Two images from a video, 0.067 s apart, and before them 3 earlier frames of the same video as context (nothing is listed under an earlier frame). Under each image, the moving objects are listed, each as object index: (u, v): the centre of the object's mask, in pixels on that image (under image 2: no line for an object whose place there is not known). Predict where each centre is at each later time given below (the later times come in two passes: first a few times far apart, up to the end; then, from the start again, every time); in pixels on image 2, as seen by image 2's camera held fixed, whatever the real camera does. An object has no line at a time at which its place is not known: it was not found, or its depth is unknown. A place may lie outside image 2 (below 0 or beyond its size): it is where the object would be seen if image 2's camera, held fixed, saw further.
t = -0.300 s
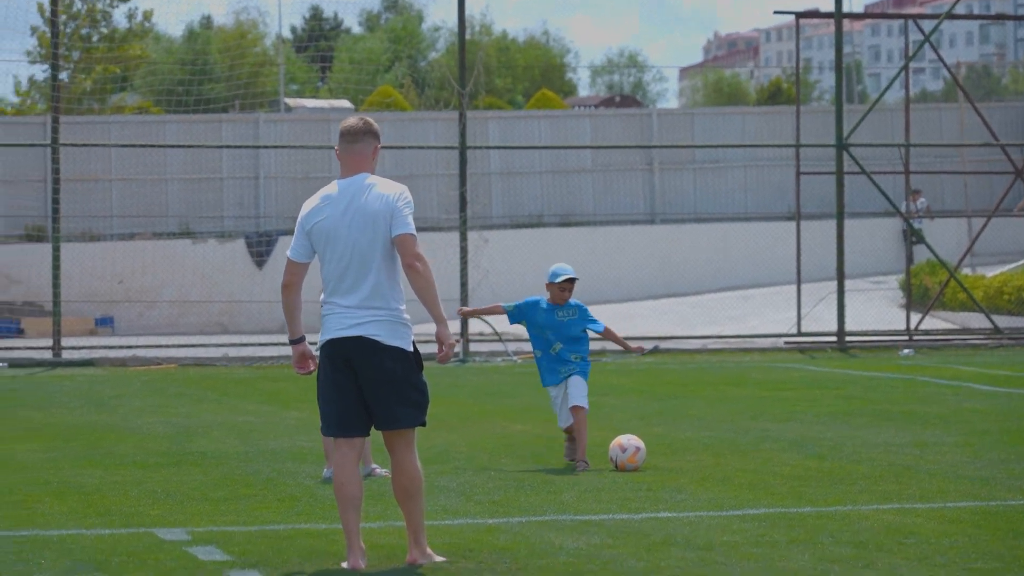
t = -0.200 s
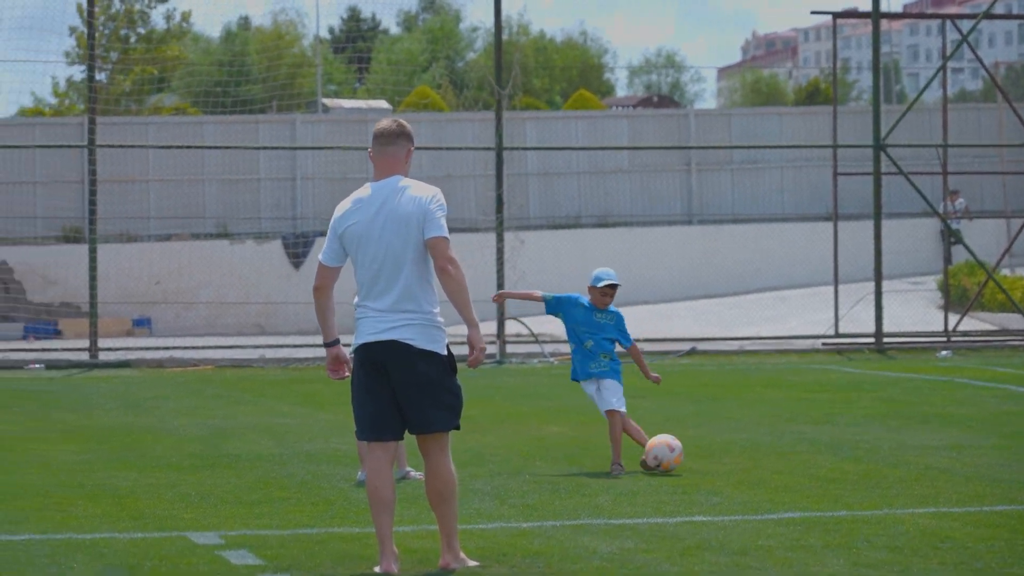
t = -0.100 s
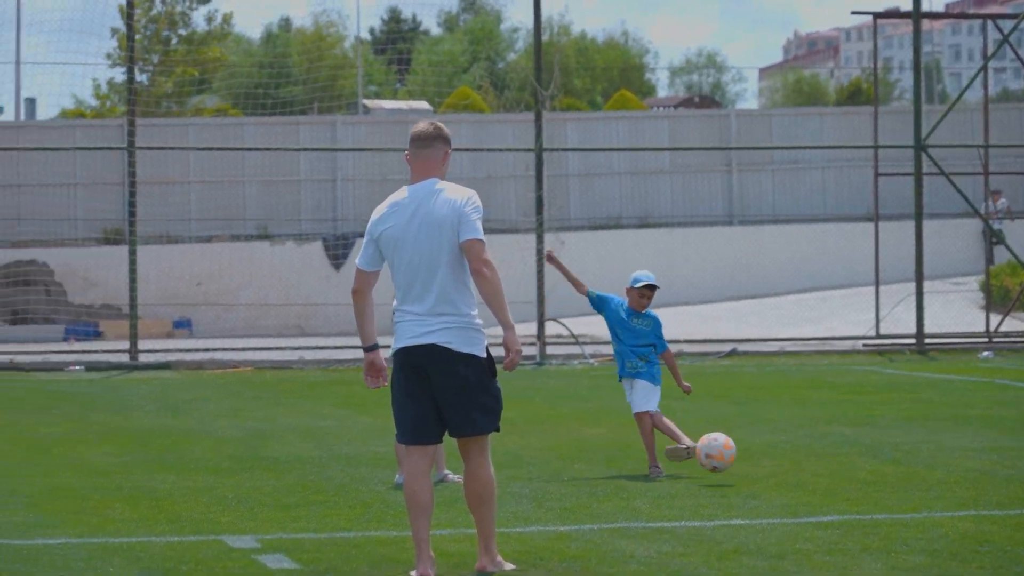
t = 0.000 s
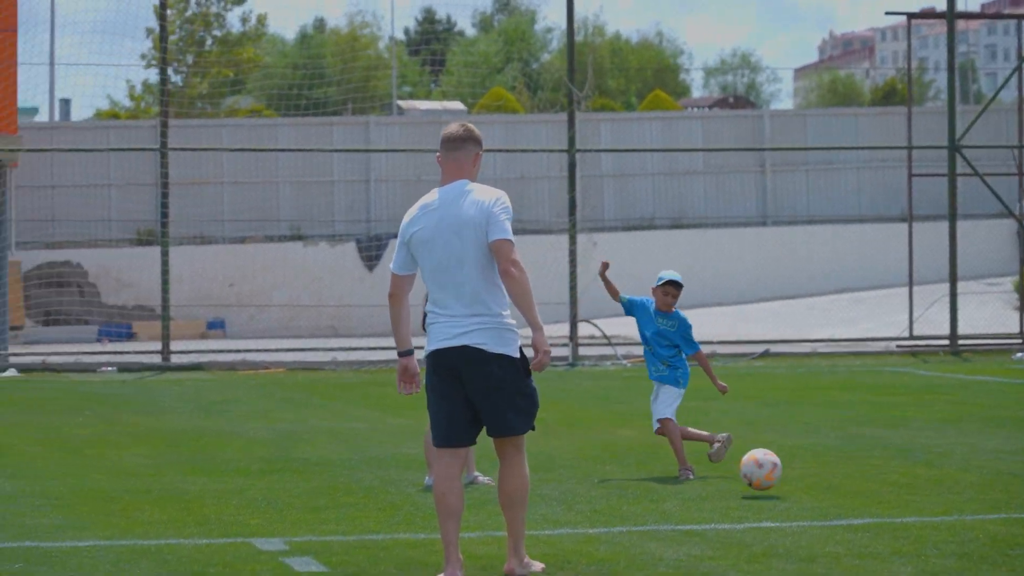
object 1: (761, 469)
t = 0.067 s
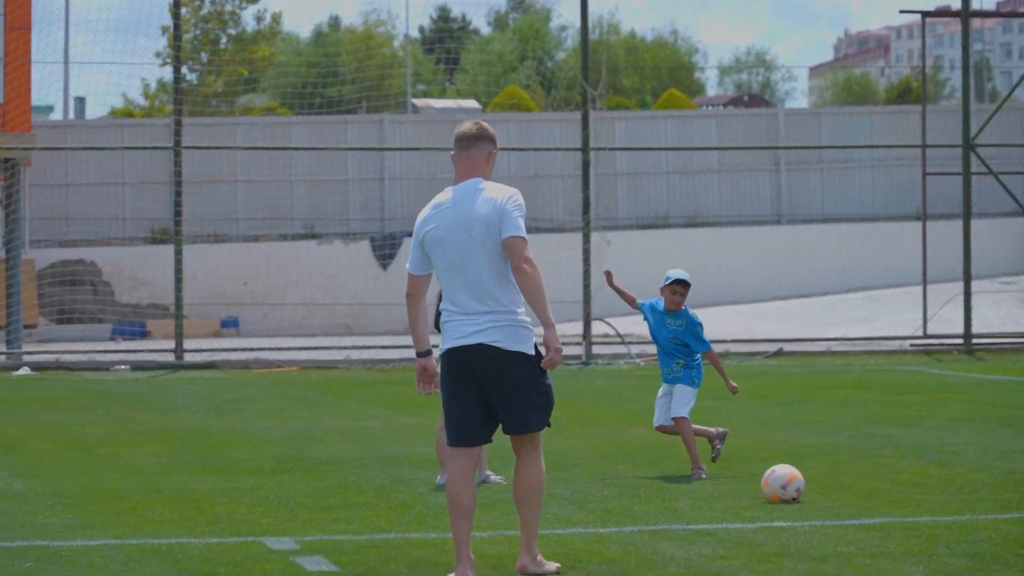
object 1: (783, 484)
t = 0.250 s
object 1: (801, 489)
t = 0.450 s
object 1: (818, 500)
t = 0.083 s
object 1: (785, 483)
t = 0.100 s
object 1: (787, 482)
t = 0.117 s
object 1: (788, 481)
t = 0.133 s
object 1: (789, 480)
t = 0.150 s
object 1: (791, 479)
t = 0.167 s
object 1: (791, 479)
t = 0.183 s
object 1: (793, 480)
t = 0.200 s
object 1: (795, 481)
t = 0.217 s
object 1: (796, 483)
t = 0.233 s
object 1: (799, 486)
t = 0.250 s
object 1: (801, 489)
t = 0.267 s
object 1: (802, 491)
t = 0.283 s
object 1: (804, 493)
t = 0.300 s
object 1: (805, 492)
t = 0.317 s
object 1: (806, 492)
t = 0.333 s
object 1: (808, 490)
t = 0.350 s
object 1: (809, 490)
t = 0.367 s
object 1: (810, 490)
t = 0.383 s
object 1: (812, 491)
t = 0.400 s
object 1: (814, 493)
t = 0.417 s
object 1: (815, 494)
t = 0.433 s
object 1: (816, 496)
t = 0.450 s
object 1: (818, 500)
